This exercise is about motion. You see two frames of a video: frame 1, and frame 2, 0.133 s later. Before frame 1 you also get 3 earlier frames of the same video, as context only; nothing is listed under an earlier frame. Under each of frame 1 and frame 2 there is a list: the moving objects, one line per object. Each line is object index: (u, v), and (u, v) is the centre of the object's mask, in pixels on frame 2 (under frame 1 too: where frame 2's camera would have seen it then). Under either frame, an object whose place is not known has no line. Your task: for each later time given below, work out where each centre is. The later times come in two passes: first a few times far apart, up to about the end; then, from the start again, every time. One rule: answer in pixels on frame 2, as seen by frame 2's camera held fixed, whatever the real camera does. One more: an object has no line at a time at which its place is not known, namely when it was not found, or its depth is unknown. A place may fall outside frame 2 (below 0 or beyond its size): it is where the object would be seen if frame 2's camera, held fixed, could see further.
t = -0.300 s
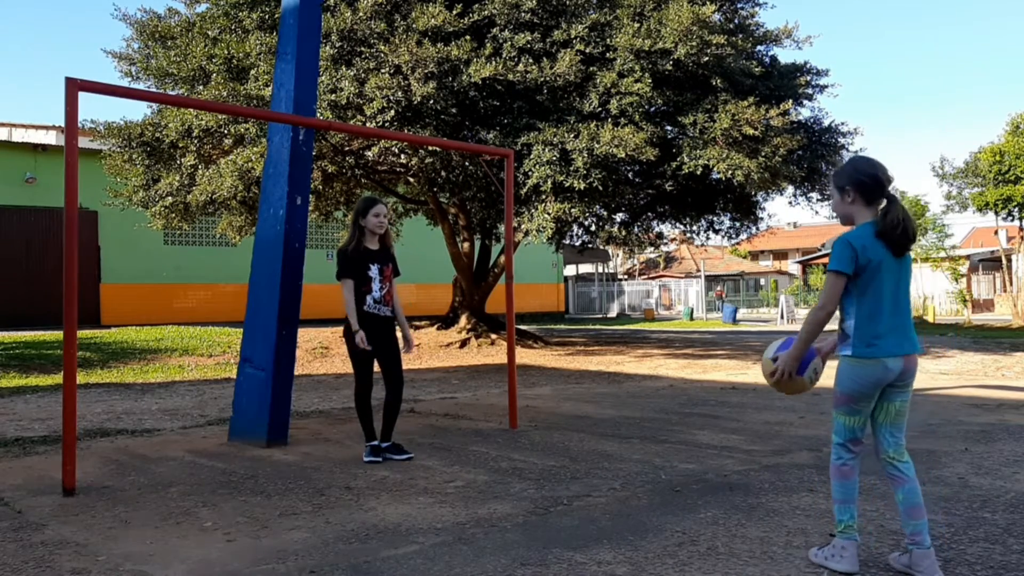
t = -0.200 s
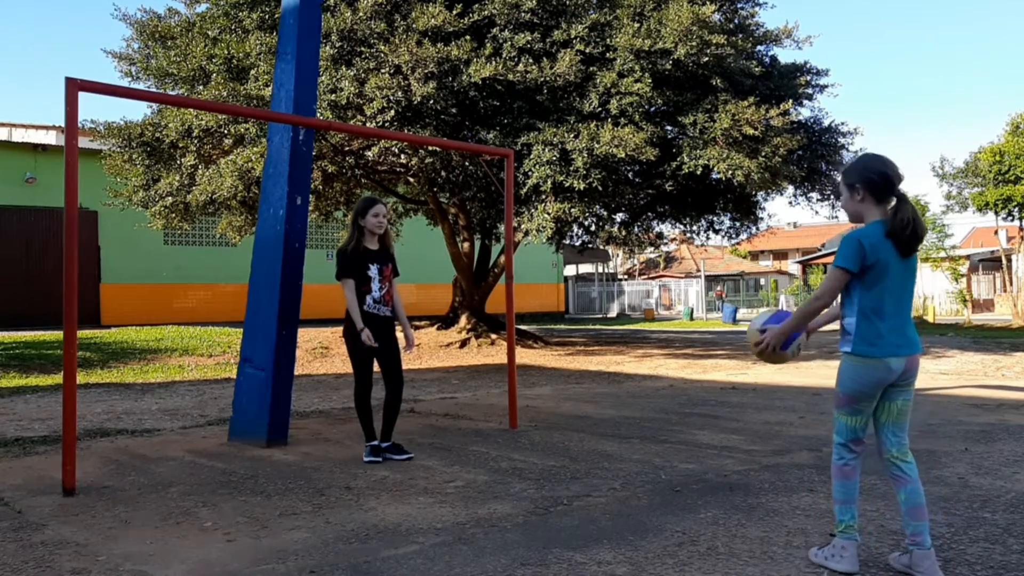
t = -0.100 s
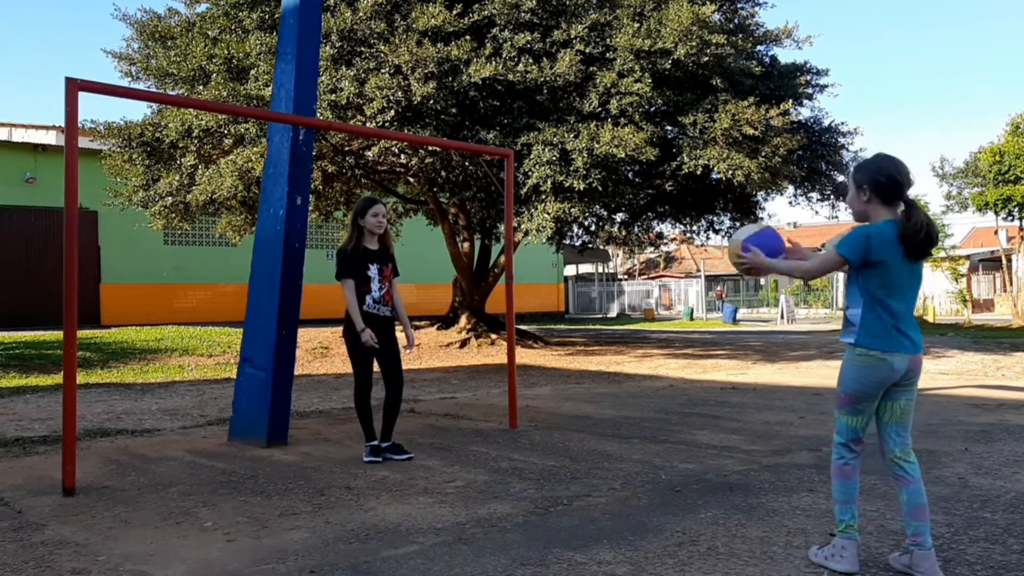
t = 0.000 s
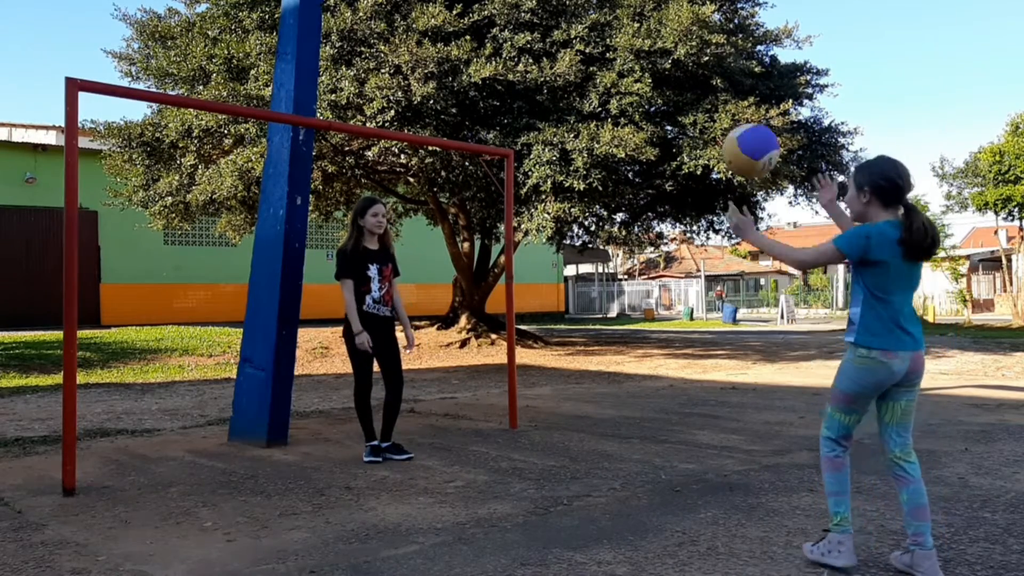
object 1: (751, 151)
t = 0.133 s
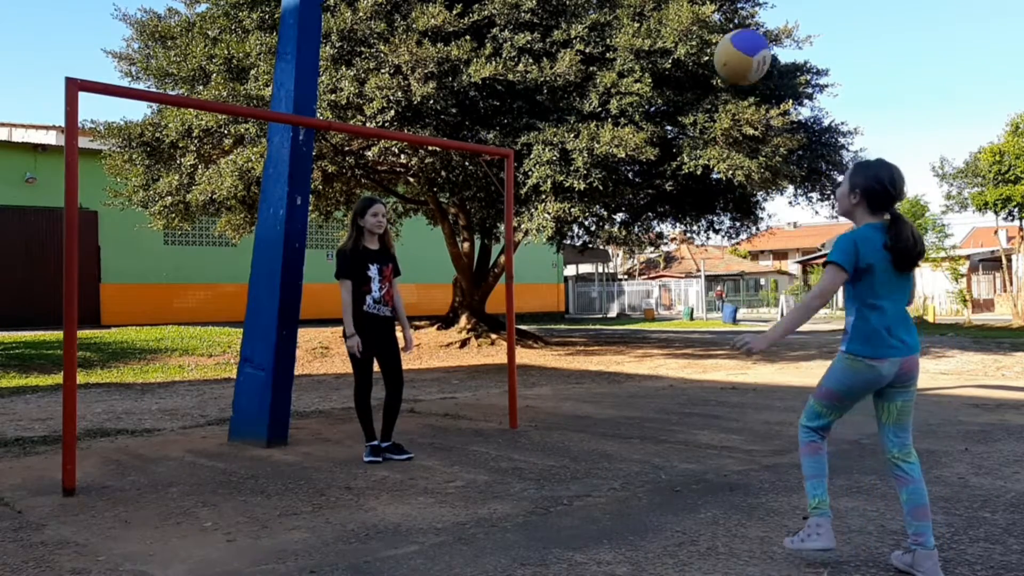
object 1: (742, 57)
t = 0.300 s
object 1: (729, 15)
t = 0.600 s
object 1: (704, 90)
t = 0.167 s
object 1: (740, 41)
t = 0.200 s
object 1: (738, 27)
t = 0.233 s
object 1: (735, 20)
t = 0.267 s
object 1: (732, 17)
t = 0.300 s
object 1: (729, 15)
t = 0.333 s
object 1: (726, 15)
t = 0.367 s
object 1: (724, 15)
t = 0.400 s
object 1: (722, 16)
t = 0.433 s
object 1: (719, 20)
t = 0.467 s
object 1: (716, 25)
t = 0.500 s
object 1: (713, 37)
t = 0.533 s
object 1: (710, 52)
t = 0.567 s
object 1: (707, 70)
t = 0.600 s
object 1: (704, 90)
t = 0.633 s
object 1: (700, 114)
